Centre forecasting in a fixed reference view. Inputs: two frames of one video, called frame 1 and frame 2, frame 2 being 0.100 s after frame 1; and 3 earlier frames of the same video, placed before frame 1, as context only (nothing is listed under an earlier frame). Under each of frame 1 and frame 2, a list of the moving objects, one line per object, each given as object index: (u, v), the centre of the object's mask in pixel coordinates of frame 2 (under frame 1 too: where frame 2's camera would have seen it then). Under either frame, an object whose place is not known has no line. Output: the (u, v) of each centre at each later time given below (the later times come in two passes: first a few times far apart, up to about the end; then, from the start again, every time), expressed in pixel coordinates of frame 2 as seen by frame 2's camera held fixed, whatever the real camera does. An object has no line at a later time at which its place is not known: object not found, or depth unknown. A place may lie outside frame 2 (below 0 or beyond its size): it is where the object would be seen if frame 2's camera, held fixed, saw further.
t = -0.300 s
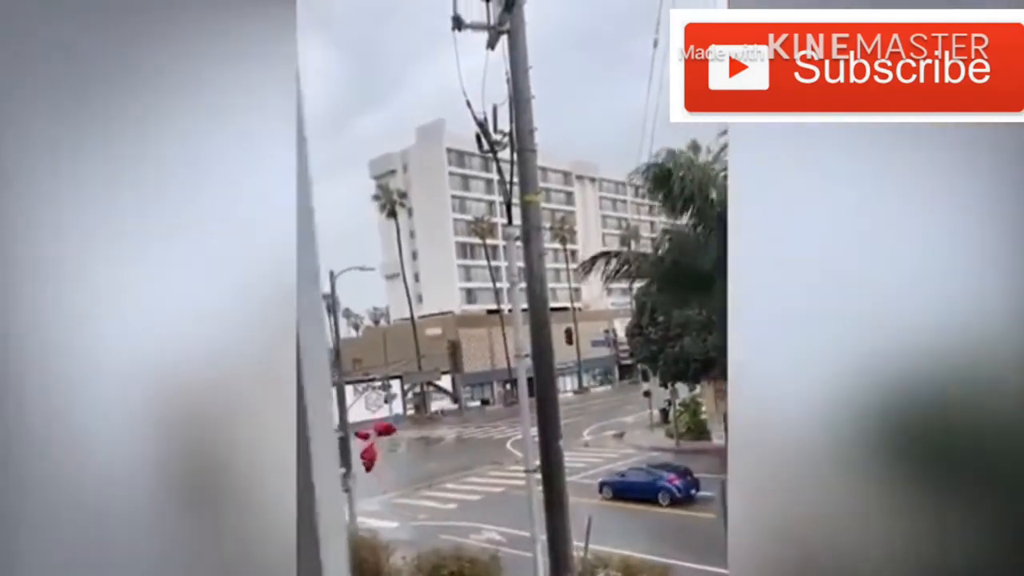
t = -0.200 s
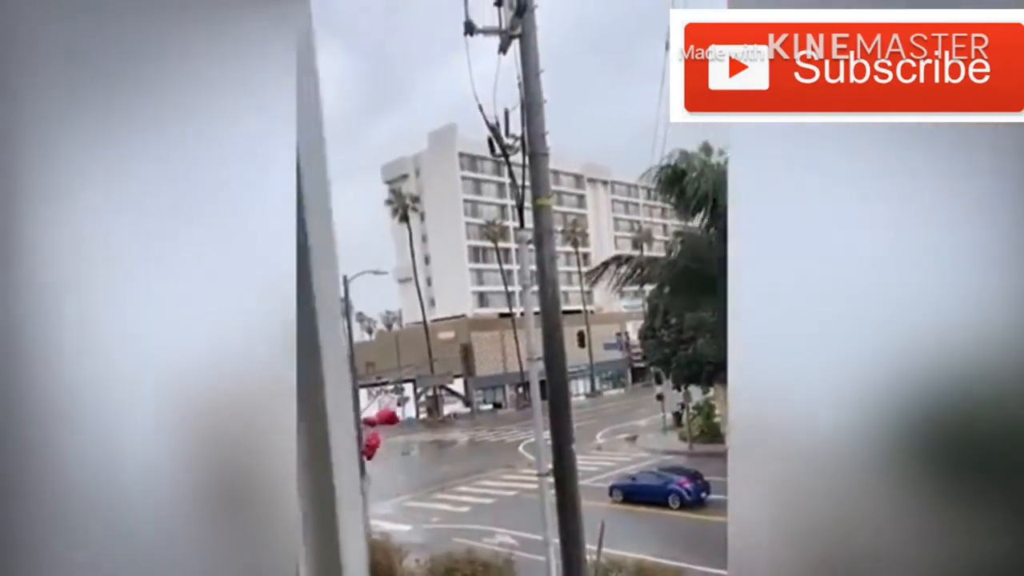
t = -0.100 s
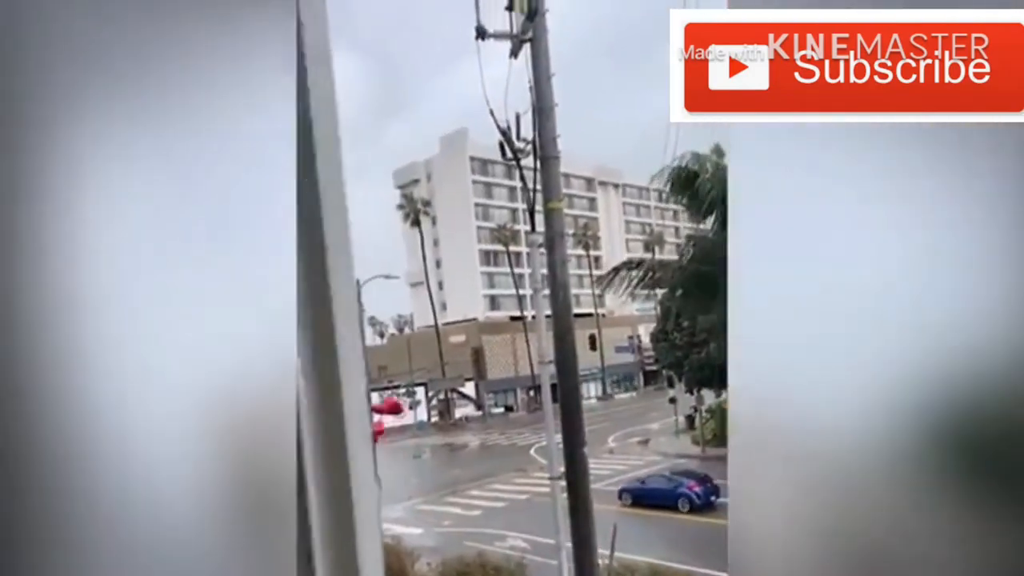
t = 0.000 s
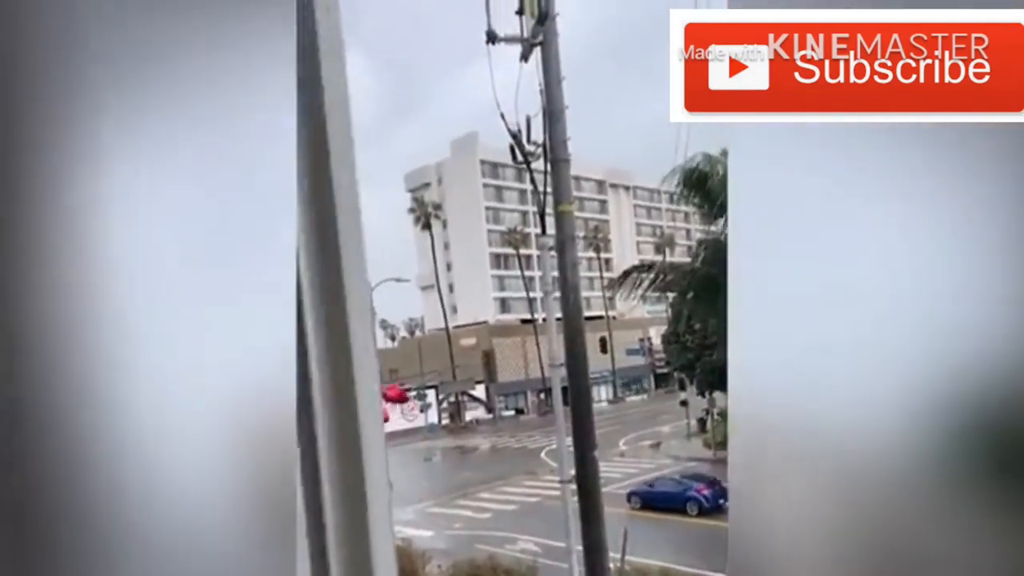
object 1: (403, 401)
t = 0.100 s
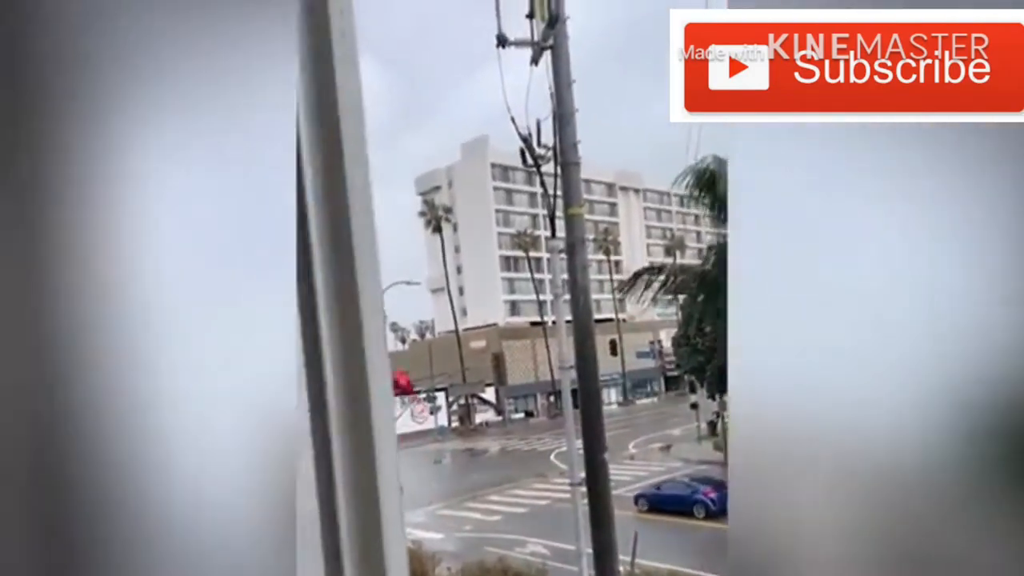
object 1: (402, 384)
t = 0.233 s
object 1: (400, 364)
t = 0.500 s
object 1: (394, 329)
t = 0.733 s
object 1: (398, 300)
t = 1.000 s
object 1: (399, 267)
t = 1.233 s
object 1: (404, 225)
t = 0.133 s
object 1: (402, 379)
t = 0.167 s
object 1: (401, 372)
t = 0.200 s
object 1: (401, 367)
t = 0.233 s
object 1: (400, 364)
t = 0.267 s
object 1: (400, 358)
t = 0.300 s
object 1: (400, 352)
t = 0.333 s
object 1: (400, 347)
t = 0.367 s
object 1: (399, 340)
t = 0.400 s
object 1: (398, 334)
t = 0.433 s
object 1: (397, 330)
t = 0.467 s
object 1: (394, 331)
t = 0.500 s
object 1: (394, 329)
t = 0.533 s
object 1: (390, 327)
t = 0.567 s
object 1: (392, 323)
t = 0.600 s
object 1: (394, 315)
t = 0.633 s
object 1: (394, 313)
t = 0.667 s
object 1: (395, 309)
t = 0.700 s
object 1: (396, 305)
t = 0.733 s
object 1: (398, 300)
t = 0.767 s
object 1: (398, 297)
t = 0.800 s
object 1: (398, 294)
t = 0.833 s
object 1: (398, 291)
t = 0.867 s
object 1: (398, 286)
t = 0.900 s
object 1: (400, 280)
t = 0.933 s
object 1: (400, 276)
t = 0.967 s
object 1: (399, 272)
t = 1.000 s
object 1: (399, 267)
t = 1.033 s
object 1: (399, 262)
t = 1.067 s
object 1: (399, 257)
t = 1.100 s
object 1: (399, 250)
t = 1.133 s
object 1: (400, 244)
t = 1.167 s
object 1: (401, 237)
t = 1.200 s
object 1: (402, 230)
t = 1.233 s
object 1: (404, 225)
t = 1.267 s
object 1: (406, 219)
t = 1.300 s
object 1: (408, 214)
